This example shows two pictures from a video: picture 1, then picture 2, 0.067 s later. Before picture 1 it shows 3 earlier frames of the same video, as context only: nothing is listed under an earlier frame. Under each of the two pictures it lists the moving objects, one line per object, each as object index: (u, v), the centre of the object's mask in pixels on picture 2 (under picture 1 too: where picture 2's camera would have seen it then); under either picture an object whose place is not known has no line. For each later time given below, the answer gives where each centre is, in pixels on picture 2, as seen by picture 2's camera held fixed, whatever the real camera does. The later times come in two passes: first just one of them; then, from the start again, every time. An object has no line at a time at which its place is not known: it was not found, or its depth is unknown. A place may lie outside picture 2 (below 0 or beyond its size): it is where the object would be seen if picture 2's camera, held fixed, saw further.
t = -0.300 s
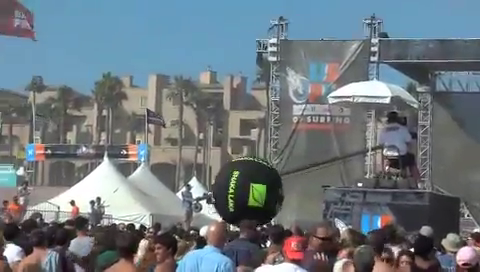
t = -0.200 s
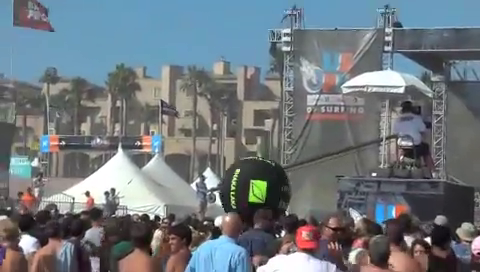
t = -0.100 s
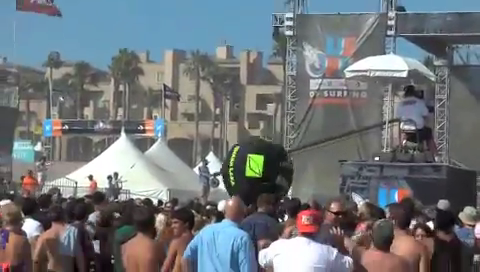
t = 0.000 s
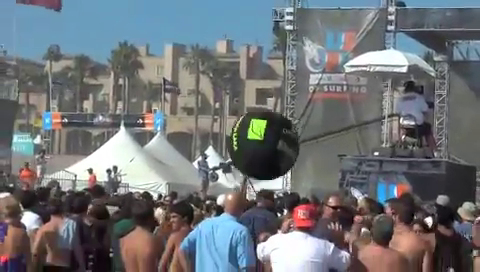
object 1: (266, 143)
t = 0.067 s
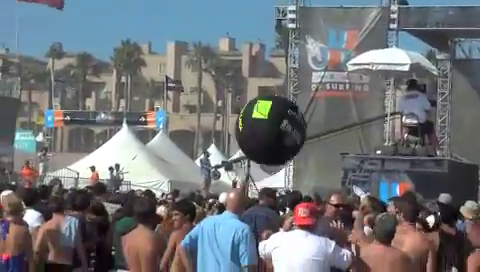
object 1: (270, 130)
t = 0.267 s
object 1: (287, 96)
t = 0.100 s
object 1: (272, 125)
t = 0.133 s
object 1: (275, 118)
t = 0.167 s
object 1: (278, 112)
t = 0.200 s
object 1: (280, 106)
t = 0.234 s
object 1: (282, 101)
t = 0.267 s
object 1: (287, 96)
